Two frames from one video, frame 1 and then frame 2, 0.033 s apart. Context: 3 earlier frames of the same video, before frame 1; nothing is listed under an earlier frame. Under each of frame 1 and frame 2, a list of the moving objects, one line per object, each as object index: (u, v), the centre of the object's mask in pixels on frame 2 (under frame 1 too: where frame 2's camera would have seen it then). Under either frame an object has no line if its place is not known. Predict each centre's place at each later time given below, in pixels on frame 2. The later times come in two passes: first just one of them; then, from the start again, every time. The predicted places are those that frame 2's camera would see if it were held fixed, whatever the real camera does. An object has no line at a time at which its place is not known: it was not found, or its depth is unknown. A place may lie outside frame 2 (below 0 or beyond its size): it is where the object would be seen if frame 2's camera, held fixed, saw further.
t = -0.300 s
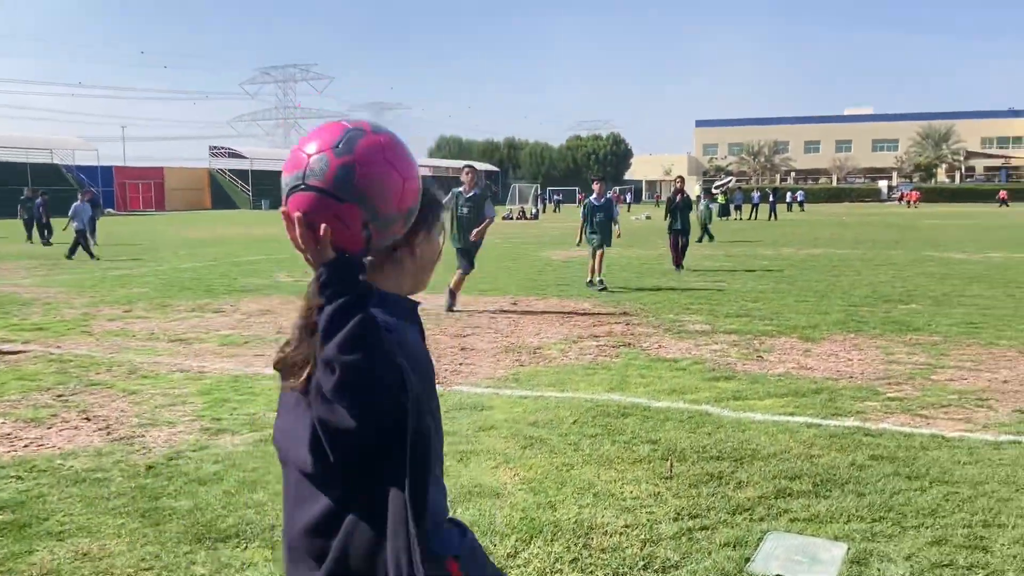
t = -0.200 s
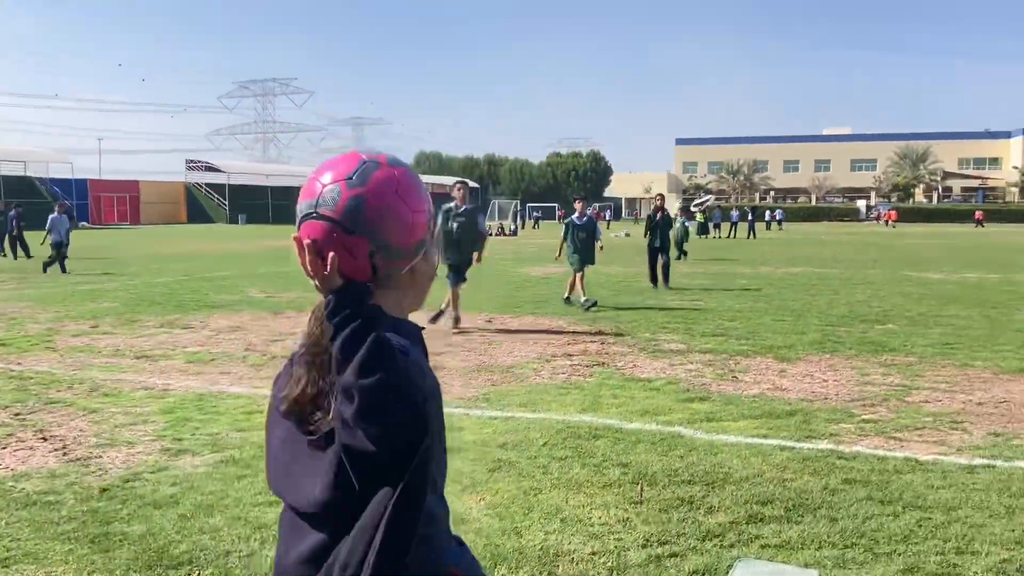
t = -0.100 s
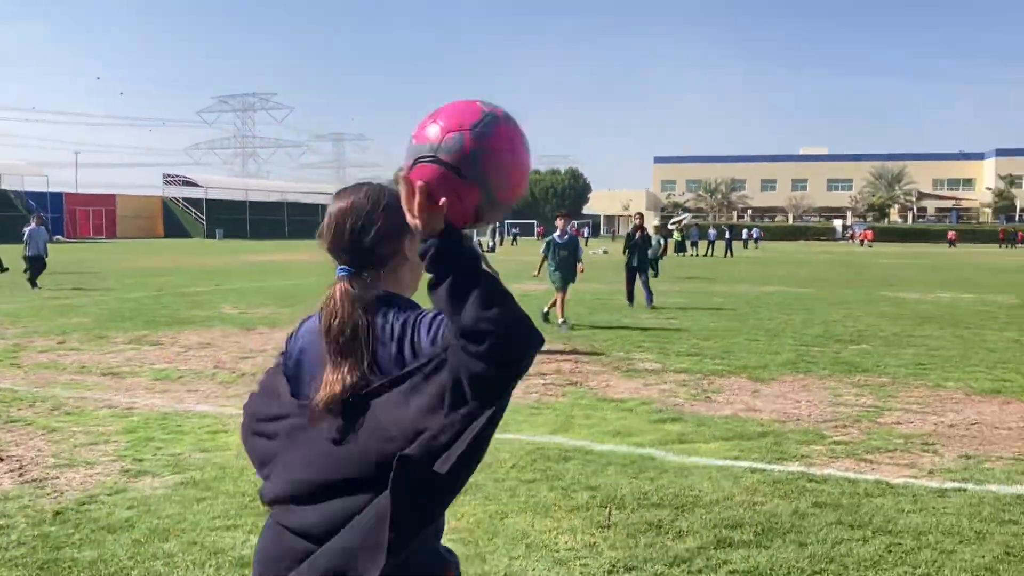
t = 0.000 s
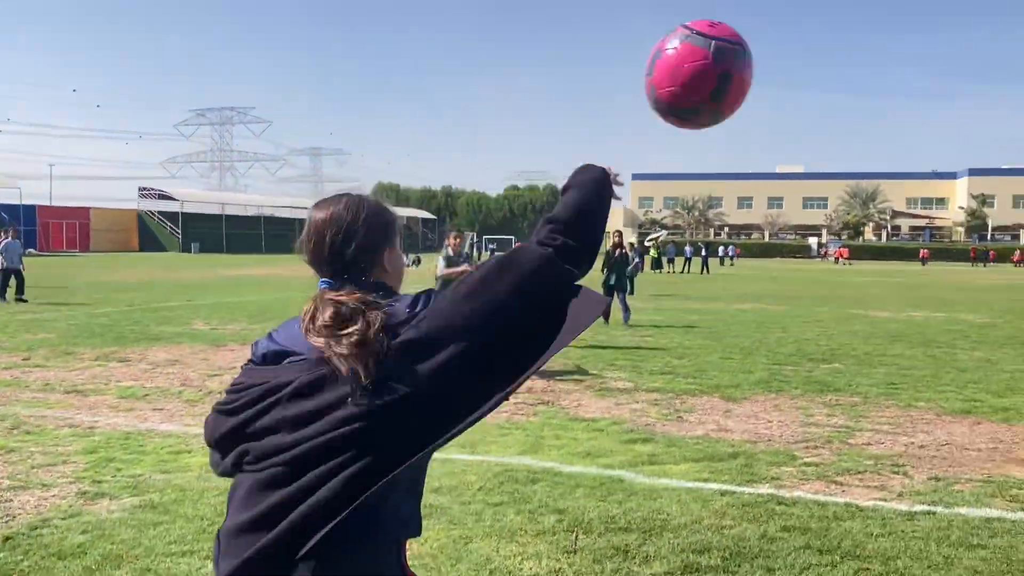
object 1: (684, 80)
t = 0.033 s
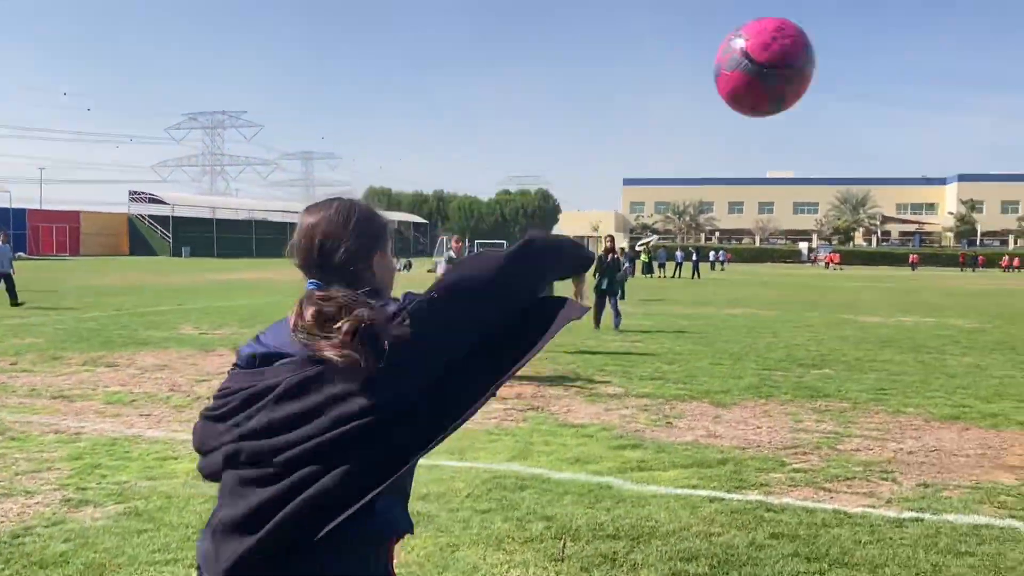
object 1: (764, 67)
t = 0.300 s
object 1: (1097, 109)
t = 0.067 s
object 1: (829, 60)
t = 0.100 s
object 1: (884, 57)
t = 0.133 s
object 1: (933, 57)
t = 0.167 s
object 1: (975, 63)
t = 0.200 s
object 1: (1012, 71)
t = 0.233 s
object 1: (1043, 82)
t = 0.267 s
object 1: (1072, 95)
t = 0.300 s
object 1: (1097, 109)
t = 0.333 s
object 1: (1121, 124)
